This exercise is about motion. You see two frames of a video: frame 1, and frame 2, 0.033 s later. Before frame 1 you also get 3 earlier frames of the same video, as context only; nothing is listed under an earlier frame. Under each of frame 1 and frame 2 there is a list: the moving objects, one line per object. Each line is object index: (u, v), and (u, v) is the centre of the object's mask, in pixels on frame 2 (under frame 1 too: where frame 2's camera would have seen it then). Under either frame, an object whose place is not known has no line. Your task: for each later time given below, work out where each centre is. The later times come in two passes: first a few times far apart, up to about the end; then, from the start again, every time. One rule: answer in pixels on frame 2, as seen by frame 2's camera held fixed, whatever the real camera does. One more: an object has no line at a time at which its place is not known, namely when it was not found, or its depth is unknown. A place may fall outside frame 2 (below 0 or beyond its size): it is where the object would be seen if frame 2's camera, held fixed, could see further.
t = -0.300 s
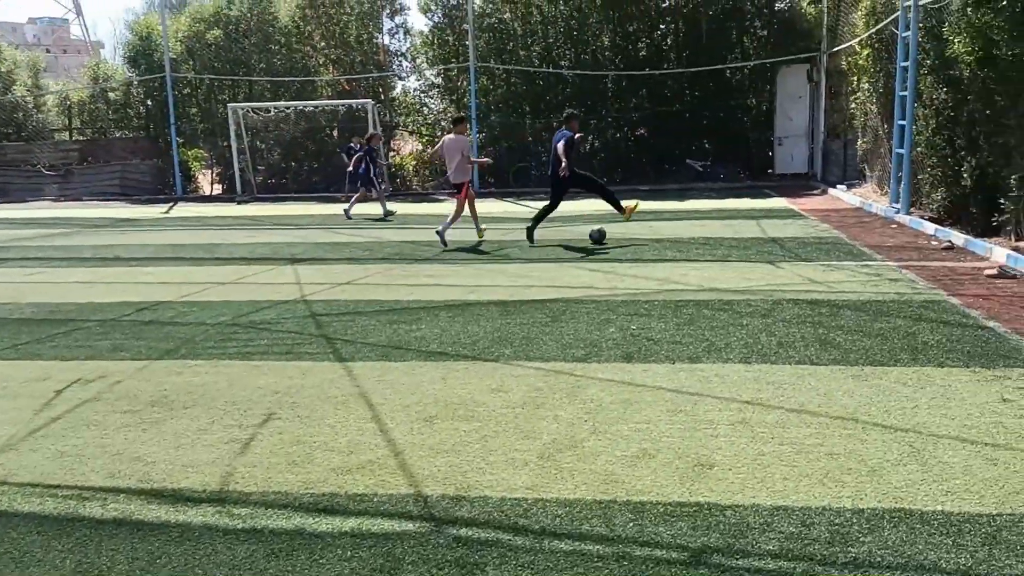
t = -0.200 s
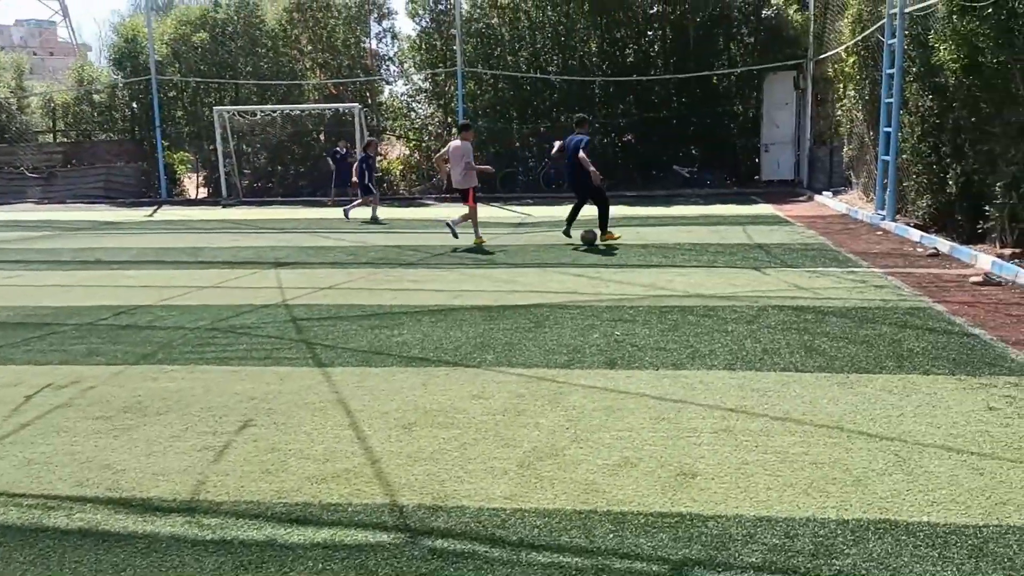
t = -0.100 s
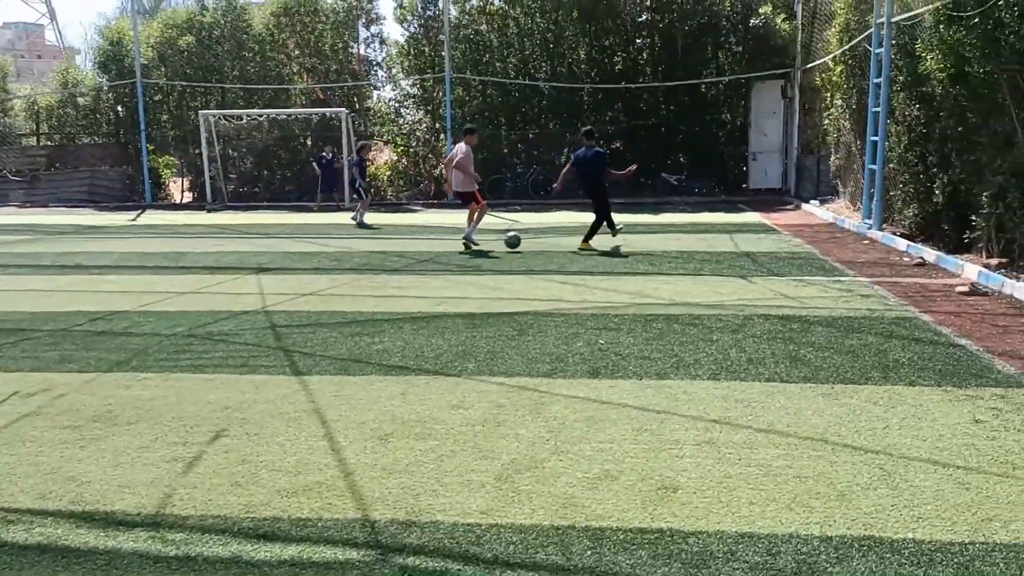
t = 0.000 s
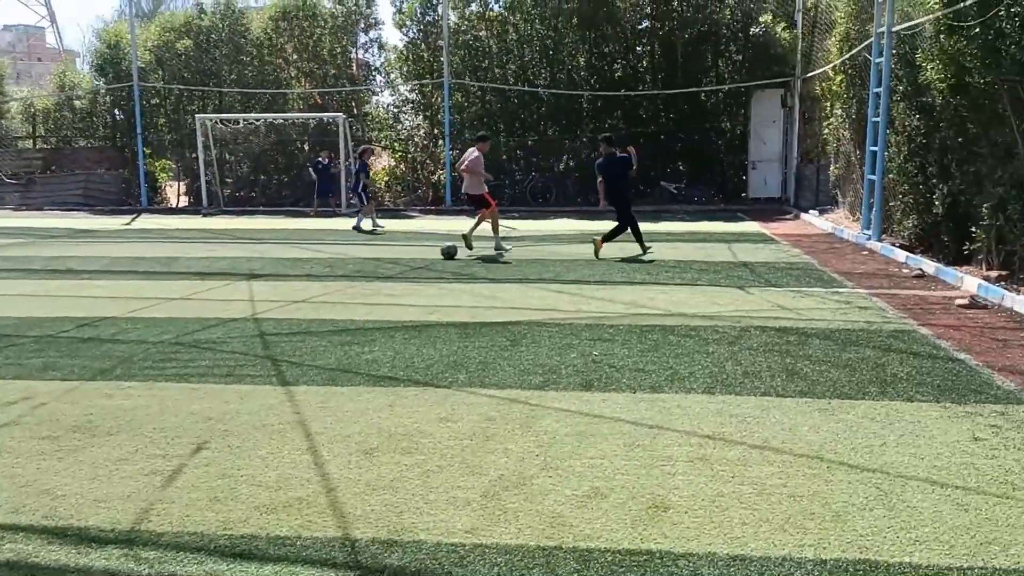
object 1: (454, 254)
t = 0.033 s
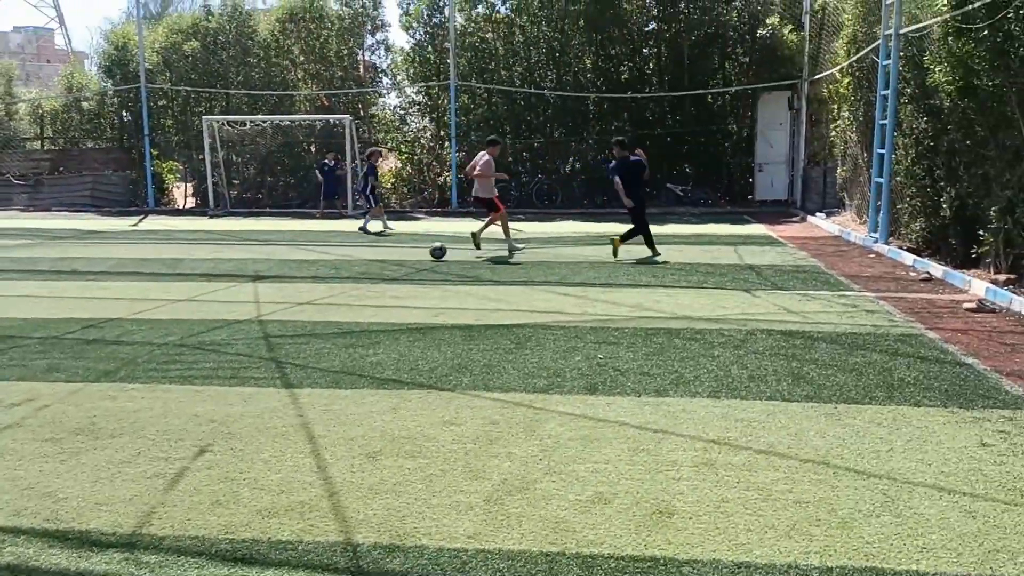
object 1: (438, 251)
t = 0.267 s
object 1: (335, 249)
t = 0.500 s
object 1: (257, 246)
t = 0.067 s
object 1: (422, 250)
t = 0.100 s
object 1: (406, 250)
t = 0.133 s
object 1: (389, 250)
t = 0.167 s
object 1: (374, 251)
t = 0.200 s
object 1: (361, 249)
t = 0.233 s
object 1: (348, 249)
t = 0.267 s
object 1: (335, 249)
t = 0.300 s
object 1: (323, 250)
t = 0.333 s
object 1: (311, 249)
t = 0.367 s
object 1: (300, 247)
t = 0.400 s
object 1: (289, 247)
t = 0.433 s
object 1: (278, 248)
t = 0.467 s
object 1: (268, 247)
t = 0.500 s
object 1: (257, 246)
